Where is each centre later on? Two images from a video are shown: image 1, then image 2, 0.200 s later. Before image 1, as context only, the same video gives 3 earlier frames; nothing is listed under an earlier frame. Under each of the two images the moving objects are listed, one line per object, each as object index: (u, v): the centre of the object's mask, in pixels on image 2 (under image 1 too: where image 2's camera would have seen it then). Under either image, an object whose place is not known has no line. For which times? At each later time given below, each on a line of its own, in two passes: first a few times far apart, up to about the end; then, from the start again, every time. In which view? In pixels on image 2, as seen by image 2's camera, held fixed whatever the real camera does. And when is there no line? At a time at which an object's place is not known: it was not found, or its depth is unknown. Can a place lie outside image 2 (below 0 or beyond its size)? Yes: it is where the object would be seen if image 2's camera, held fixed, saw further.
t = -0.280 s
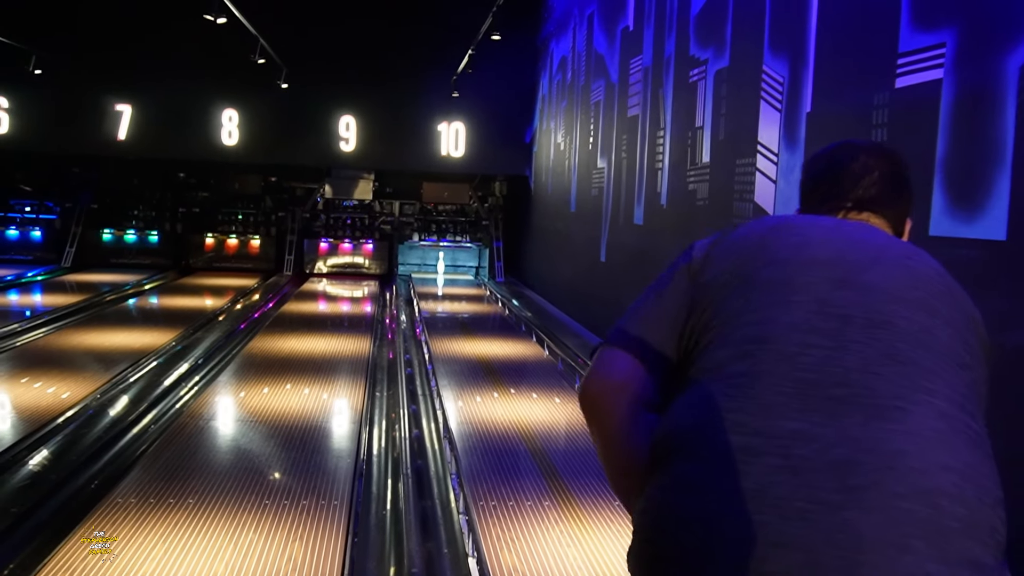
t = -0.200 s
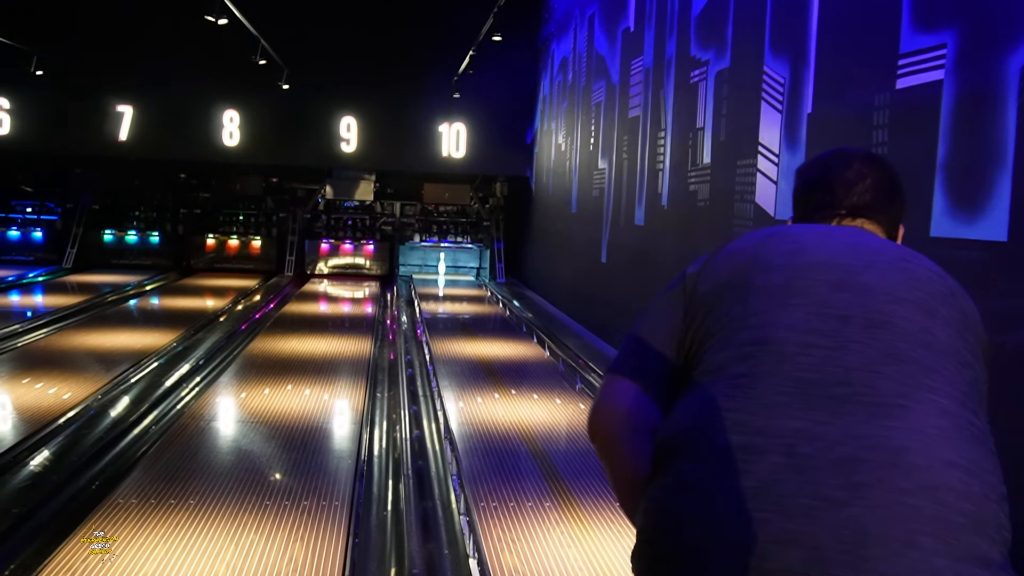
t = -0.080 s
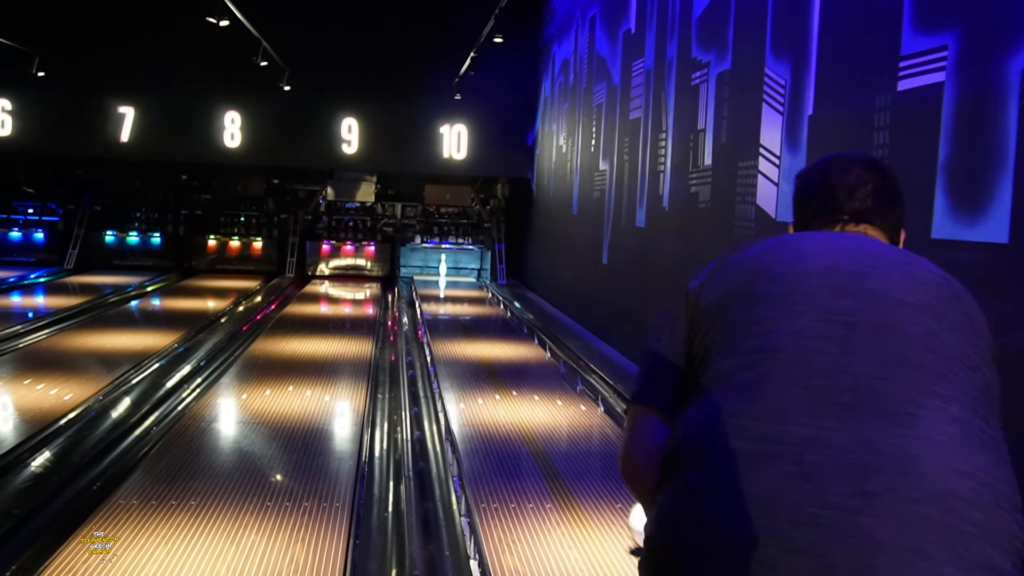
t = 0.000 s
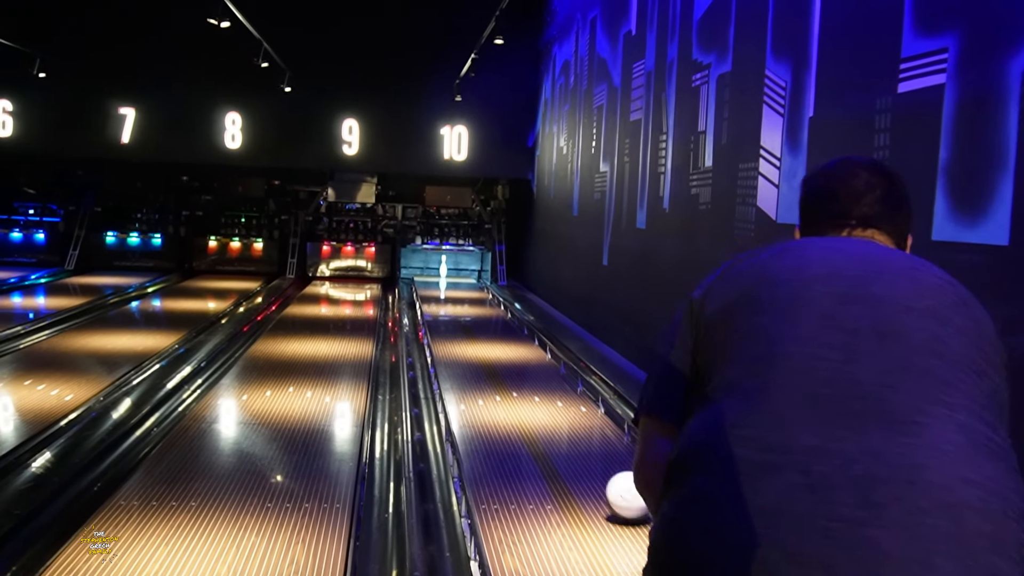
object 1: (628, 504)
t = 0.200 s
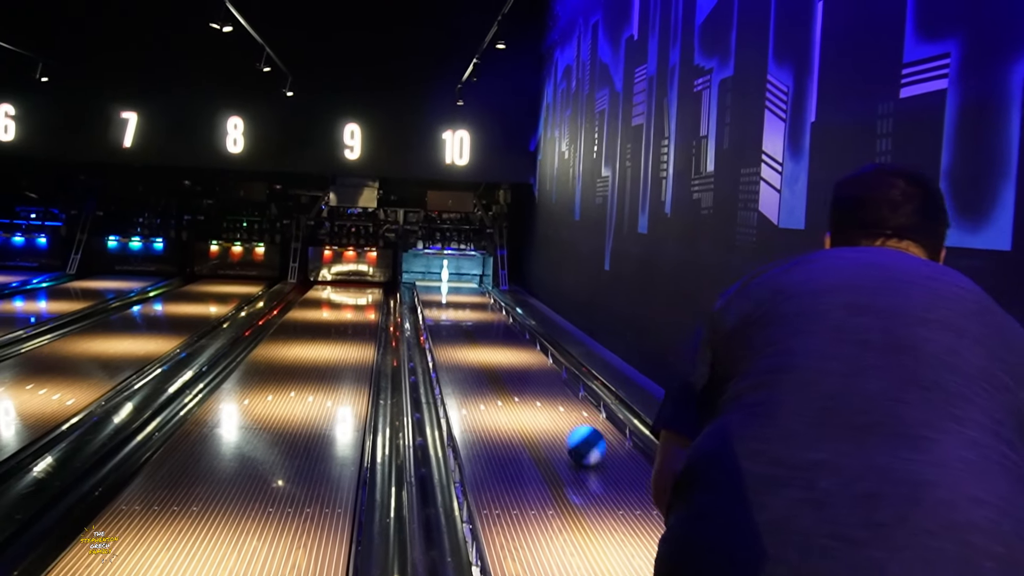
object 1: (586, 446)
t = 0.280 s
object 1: (572, 429)
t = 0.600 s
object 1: (531, 380)
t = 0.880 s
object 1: (509, 352)
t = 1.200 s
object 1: (491, 331)
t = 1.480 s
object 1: (479, 318)
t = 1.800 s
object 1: (468, 305)
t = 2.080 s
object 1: (461, 298)
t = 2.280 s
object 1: (456, 291)
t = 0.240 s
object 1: (579, 437)
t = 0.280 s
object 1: (572, 429)
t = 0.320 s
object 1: (566, 421)
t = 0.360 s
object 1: (560, 413)
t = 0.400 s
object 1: (554, 406)
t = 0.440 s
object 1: (549, 400)
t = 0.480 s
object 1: (544, 395)
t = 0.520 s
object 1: (539, 389)
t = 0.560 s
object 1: (535, 384)
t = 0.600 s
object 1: (531, 380)
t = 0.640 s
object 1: (528, 375)
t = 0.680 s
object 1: (525, 371)
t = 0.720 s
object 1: (521, 368)
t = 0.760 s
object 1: (518, 363)
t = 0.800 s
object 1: (515, 360)
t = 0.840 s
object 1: (512, 356)
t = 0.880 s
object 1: (509, 352)
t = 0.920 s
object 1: (506, 349)
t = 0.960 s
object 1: (503, 346)
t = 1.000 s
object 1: (501, 343)
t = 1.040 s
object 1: (499, 341)
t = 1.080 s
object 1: (497, 338)
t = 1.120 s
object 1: (495, 336)
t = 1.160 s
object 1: (492, 333)
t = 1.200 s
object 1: (491, 331)
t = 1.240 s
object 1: (489, 329)
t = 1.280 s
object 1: (487, 327)
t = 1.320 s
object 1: (486, 325)
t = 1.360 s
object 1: (484, 323)
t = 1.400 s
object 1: (482, 321)
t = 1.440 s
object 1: (481, 319)
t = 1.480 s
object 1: (479, 318)
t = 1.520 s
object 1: (478, 316)
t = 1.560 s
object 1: (476, 314)
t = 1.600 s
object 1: (475, 313)
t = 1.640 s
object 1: (474, 312)
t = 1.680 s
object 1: (472, 310)
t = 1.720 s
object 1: (471, 308)
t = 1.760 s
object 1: (469, 306)
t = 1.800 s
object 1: (468, 305)
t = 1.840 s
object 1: (468, 304)
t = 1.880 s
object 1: (466, 303)
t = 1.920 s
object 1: (464, 302)
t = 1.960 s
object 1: (464, 301)
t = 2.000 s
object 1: (463, 300)
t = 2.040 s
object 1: (462, 298)
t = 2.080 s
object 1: (461, 298)
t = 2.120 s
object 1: (460, 296)
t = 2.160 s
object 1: (459, 295)
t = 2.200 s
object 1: (458, 294)
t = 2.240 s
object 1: (458, 292)
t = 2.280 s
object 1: (456, 291)
